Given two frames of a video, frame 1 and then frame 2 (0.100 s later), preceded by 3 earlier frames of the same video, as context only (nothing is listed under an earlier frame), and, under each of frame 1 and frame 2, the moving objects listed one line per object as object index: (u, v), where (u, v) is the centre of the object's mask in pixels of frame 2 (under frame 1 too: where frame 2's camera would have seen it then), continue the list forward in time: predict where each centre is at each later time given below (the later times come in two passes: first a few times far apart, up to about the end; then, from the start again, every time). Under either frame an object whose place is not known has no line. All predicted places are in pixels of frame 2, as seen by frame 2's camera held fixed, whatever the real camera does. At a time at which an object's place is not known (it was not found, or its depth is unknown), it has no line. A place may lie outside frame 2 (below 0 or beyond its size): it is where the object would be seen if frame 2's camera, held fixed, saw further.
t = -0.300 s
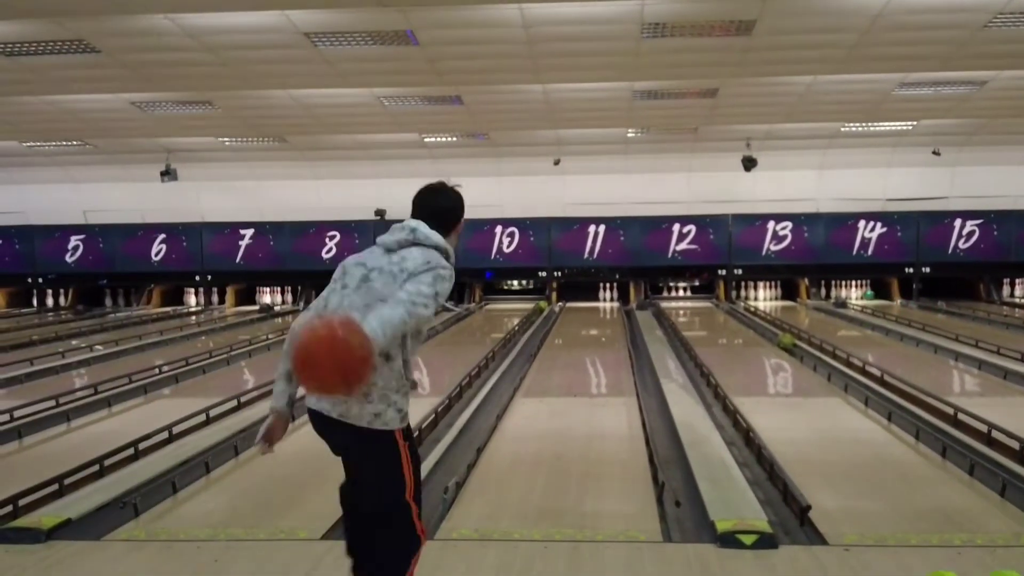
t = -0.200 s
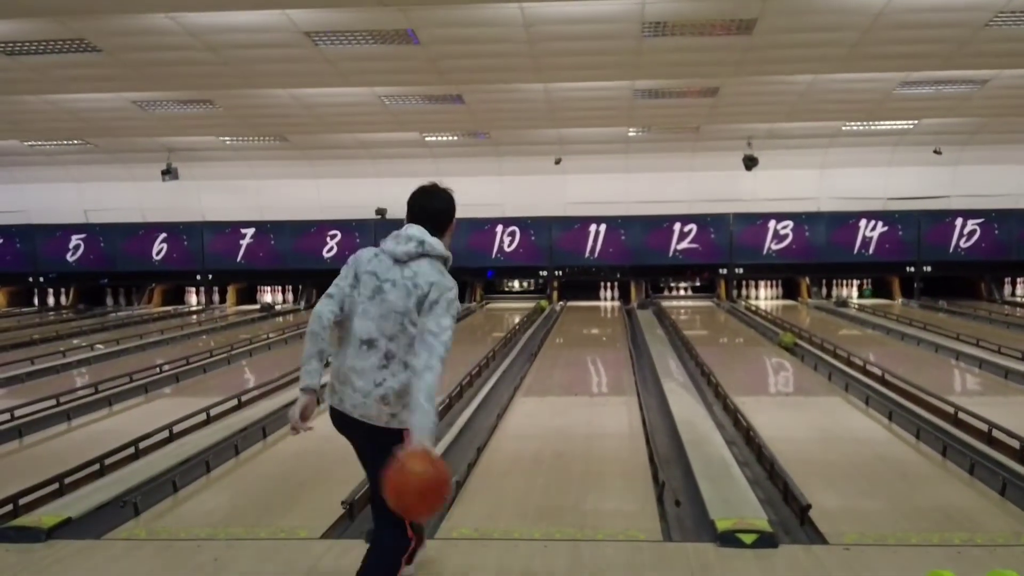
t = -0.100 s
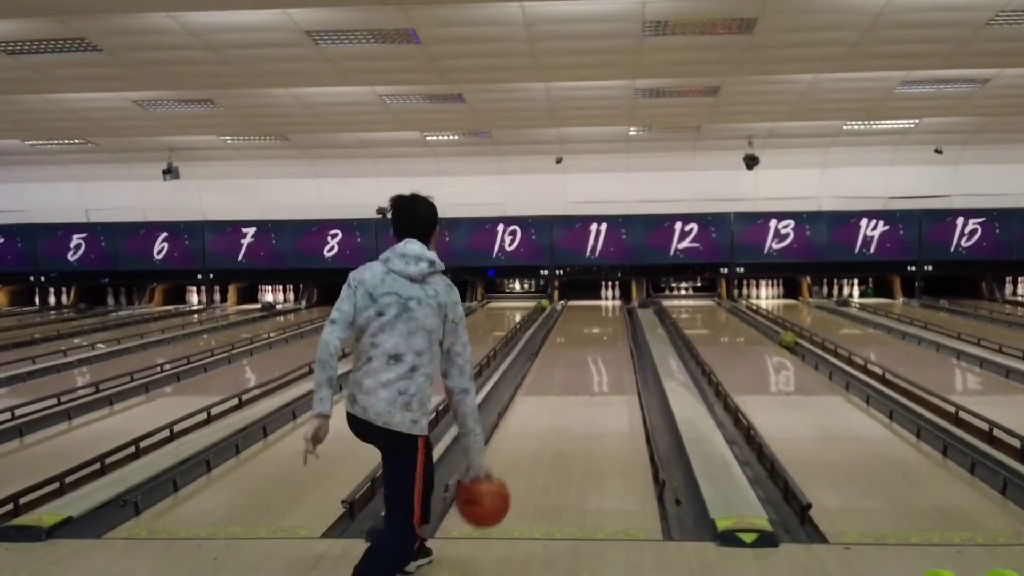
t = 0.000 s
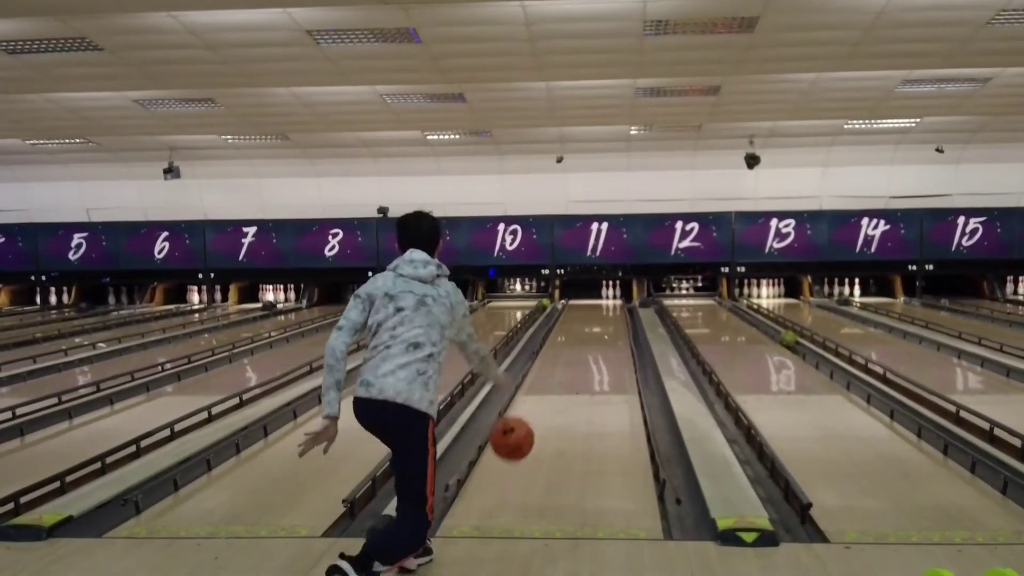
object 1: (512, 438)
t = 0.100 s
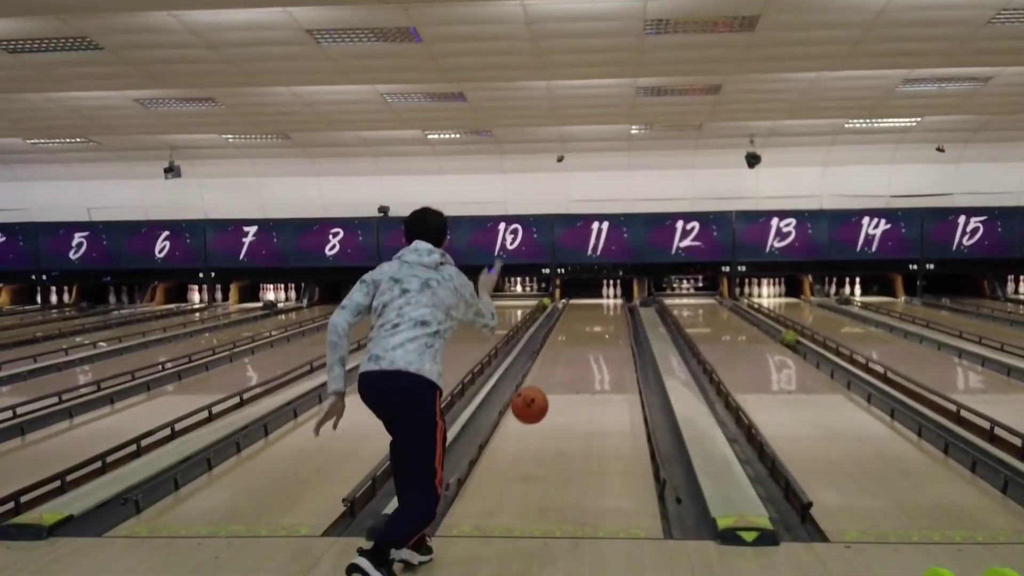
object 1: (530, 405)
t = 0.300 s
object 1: (553, 402)
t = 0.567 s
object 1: (570, 363)
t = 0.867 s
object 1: (581, 336)
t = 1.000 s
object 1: (585, 327)
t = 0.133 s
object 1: (534, 400)
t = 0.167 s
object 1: (538, 397)
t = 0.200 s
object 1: (543, 396)
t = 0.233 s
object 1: (546, 397)
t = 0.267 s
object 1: (549, 399)
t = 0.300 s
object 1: (553, 402)
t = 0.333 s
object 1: (555, 394)
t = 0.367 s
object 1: (558, 386)
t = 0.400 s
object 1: (560, 381)
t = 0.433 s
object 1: (562, 376)
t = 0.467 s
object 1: (564, 374)
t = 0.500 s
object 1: (566, 371)
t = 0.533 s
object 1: (568, 367)
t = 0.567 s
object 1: (570, 363)
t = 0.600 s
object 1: (571, 359)
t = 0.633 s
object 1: (572, 356)
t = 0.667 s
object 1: (574, 353)
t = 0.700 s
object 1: (575, 349)
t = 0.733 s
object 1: (577, 346)
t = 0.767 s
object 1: (578, 343)
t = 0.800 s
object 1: (579, 341)
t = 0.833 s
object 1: (580, 339)
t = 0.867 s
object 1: (581, 336)
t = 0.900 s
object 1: (582, 334)
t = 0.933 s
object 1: (583, 332)
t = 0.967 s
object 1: (584, 329)
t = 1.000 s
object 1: (585, 327)
